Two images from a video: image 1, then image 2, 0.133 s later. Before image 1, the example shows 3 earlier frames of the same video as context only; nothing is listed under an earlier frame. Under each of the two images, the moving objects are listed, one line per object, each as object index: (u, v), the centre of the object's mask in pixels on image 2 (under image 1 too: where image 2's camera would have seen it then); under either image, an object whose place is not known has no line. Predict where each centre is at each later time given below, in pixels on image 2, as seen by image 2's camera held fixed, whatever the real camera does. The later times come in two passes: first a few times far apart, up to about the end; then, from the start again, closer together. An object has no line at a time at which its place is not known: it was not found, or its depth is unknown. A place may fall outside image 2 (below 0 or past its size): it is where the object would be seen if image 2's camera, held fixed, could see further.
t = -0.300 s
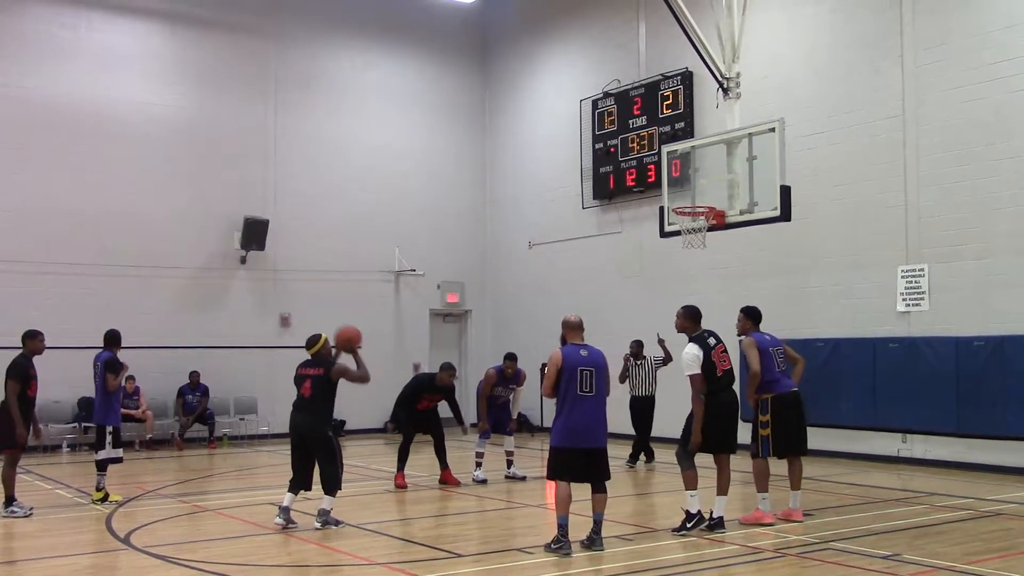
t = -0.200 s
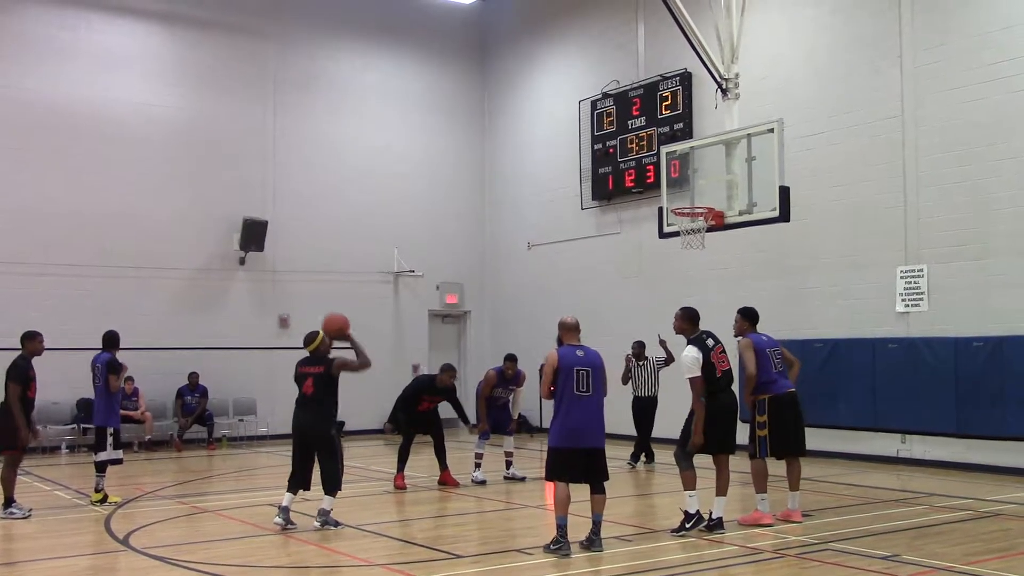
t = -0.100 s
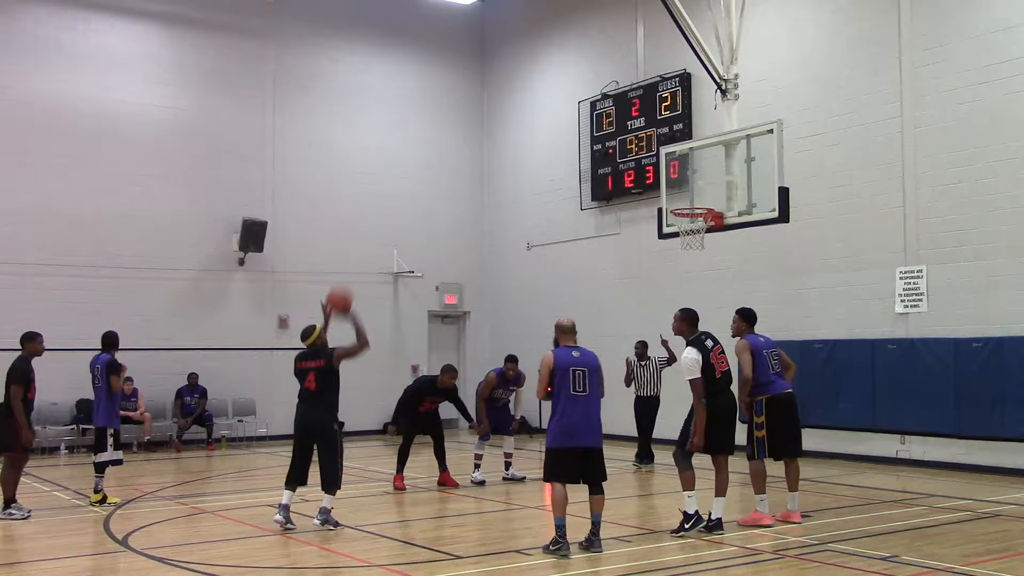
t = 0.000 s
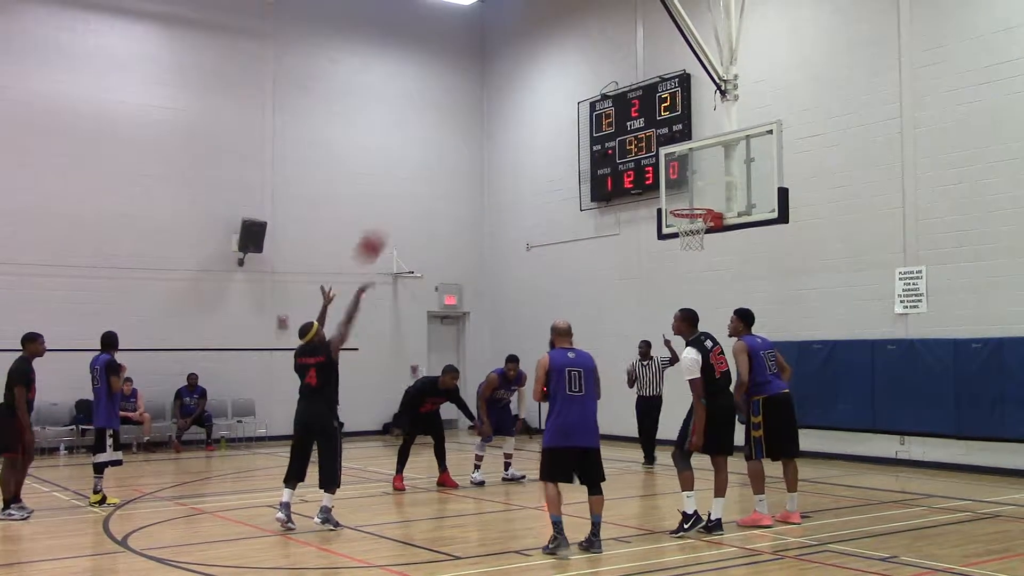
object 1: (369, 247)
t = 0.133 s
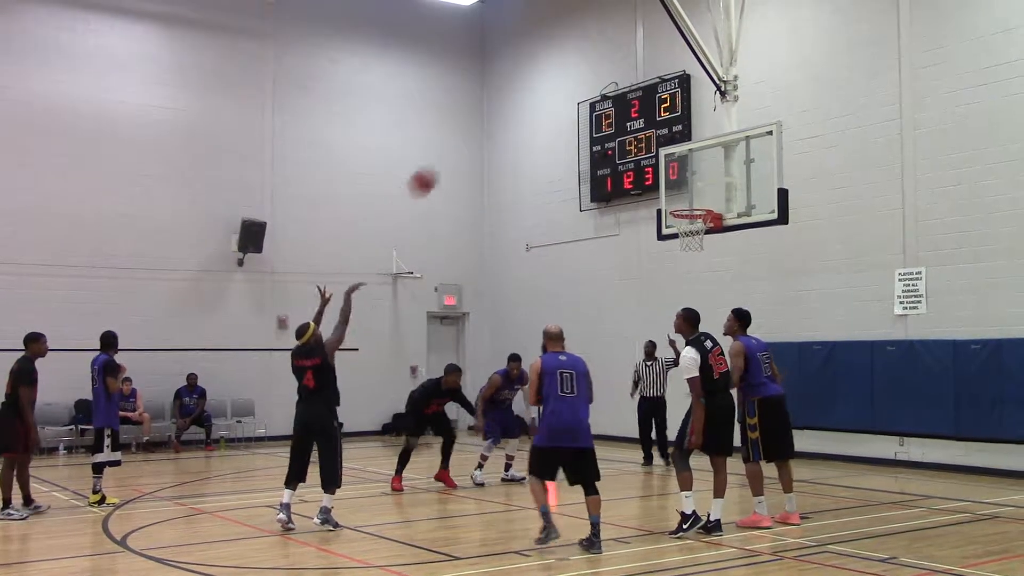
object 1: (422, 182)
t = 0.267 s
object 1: (472, 138)
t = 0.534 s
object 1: (561, 109)
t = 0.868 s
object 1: (660, 166)
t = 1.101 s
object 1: (694, 251)
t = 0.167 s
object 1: (435, 169)
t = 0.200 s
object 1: (447, 158)
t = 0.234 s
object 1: (459, 148)
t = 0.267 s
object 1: (472, 138)
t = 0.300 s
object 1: (484, 131)
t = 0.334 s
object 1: (496, 125)
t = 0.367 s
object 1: (507, 119)
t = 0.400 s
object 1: (518, 115)
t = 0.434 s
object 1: (529, 112)
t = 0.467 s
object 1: (540, 110)
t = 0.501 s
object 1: (551, 109)
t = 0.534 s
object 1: (561, 109)
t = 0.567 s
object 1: (571, 110)
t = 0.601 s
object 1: (582, 112)
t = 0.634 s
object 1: (593, 117)
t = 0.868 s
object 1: (660, 166)
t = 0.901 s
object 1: (670, 176)
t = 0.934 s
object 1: (679, 187)
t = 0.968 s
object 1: (687, 197)
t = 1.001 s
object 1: (698, 212)
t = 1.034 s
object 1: (706, 224)
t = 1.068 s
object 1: (701, 236)
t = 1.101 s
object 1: (694, 251)
